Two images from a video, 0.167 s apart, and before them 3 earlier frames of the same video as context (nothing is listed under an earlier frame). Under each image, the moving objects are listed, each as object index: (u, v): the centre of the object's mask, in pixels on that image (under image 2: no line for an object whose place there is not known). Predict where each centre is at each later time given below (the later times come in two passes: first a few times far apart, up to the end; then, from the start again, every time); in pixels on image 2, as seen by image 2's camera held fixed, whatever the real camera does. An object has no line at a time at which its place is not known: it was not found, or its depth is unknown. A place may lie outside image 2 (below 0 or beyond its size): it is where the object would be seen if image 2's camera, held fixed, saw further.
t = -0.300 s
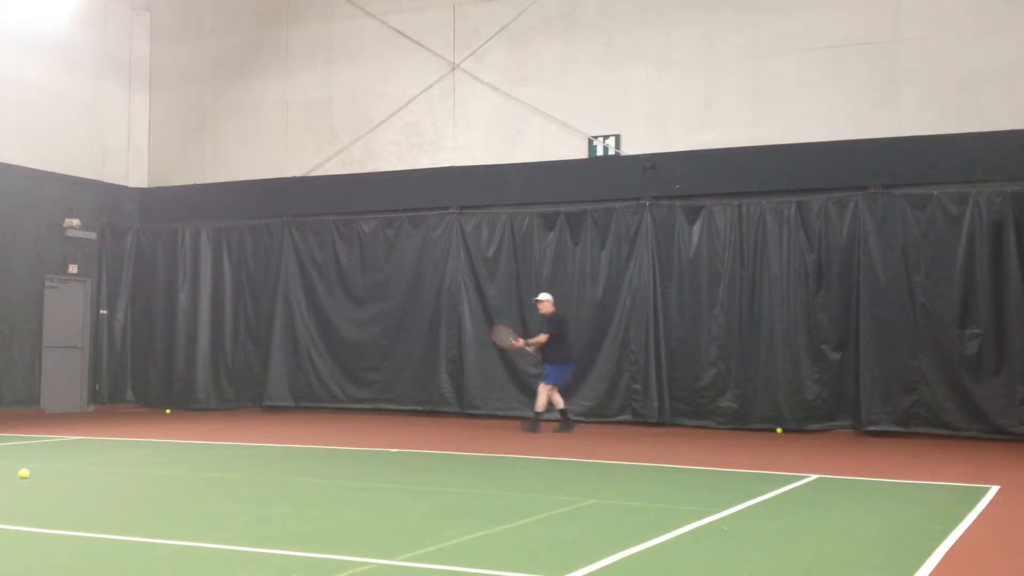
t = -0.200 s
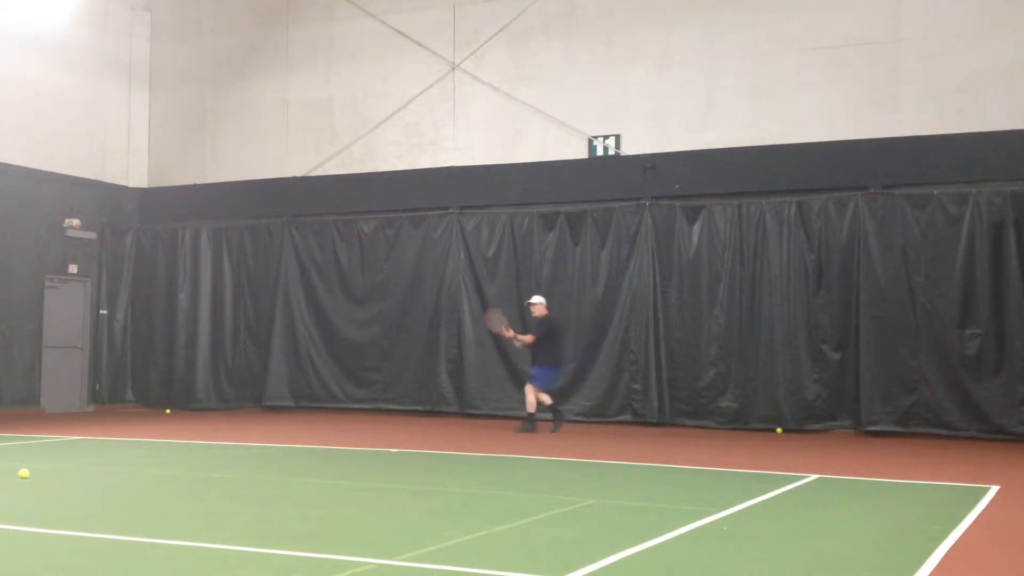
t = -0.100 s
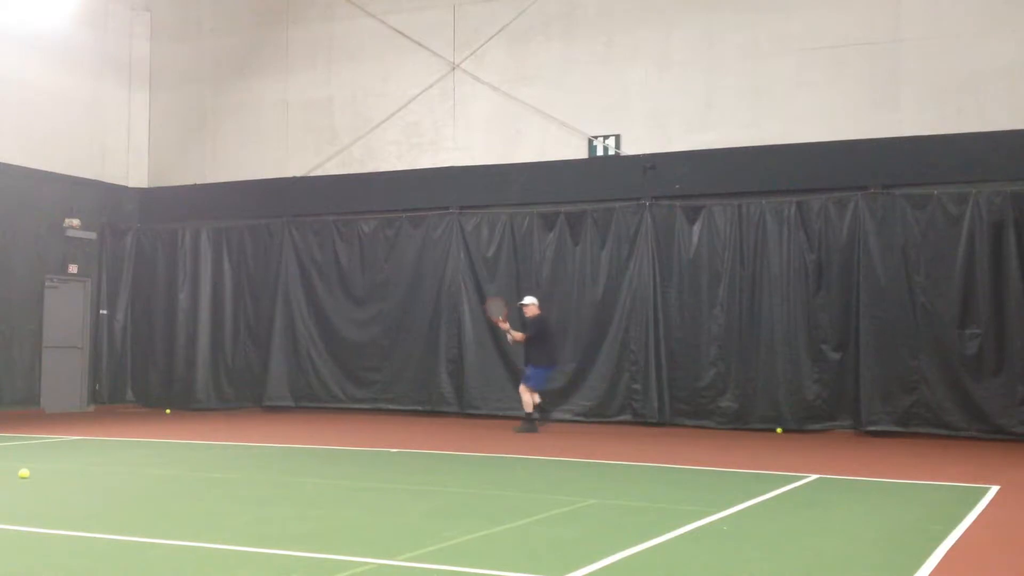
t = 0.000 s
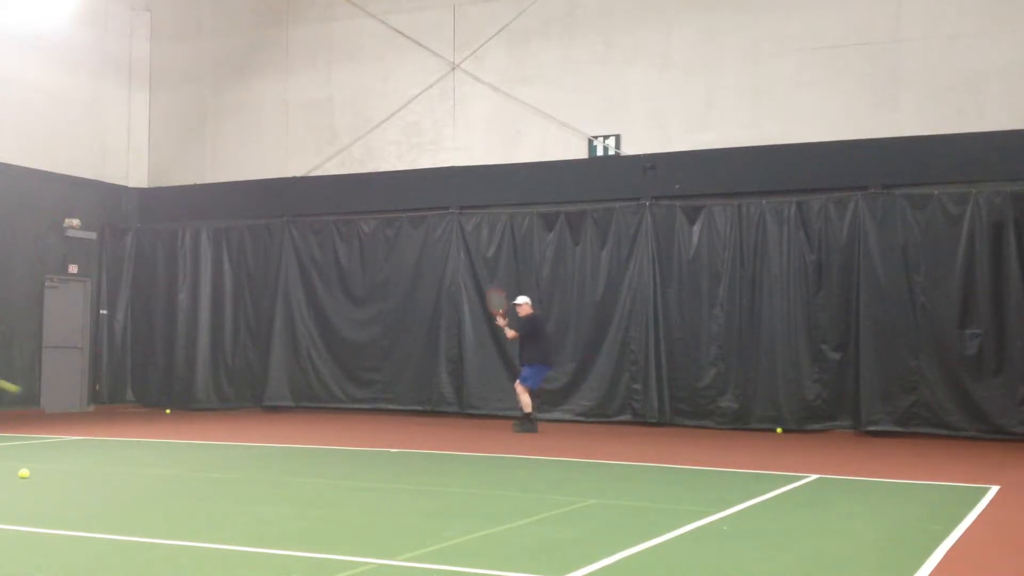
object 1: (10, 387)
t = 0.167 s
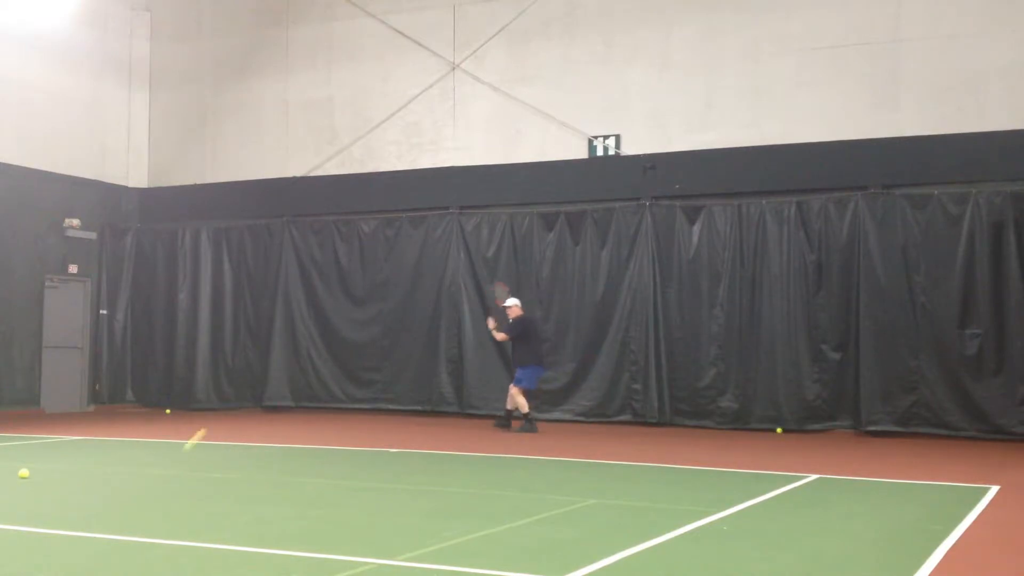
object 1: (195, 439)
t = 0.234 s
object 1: (231, 406)
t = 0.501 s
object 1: (347, 342)
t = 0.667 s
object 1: (401, 343)
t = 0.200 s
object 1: (213, 422)
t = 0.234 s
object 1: (231, 406)
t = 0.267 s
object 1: (248, 393)
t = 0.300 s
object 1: (264, 381)
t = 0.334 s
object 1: (280, 370)
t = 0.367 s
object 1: (294, 362)
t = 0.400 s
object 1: (308, 355)
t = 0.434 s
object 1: (322, 349)
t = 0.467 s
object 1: (335, 345)
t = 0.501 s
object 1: (347, 342)
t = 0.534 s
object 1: (359, 340)
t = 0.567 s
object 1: (371, 339)
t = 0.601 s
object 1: (380, 339)
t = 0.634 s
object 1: (390, 341)
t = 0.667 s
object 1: (401, 343)
